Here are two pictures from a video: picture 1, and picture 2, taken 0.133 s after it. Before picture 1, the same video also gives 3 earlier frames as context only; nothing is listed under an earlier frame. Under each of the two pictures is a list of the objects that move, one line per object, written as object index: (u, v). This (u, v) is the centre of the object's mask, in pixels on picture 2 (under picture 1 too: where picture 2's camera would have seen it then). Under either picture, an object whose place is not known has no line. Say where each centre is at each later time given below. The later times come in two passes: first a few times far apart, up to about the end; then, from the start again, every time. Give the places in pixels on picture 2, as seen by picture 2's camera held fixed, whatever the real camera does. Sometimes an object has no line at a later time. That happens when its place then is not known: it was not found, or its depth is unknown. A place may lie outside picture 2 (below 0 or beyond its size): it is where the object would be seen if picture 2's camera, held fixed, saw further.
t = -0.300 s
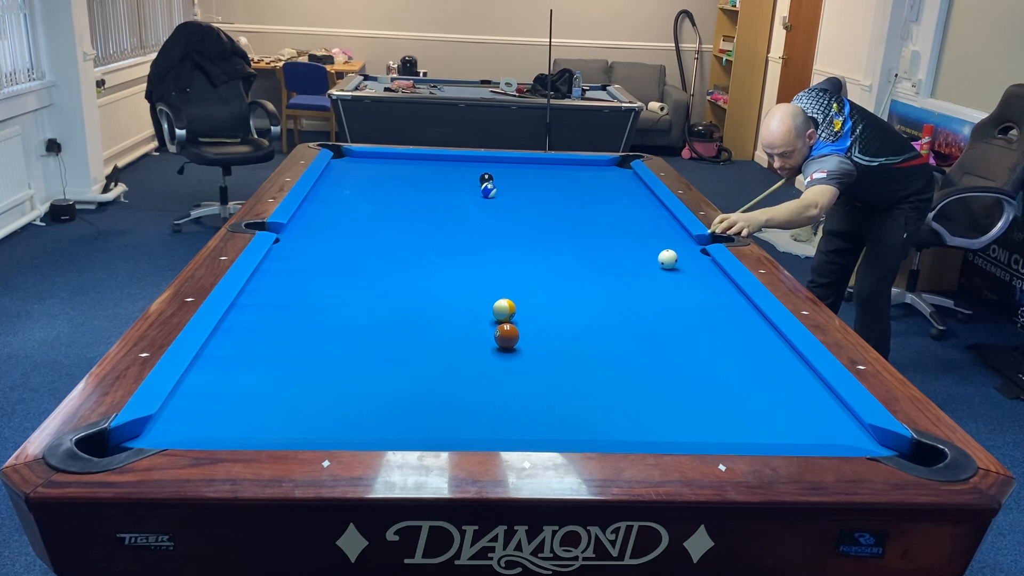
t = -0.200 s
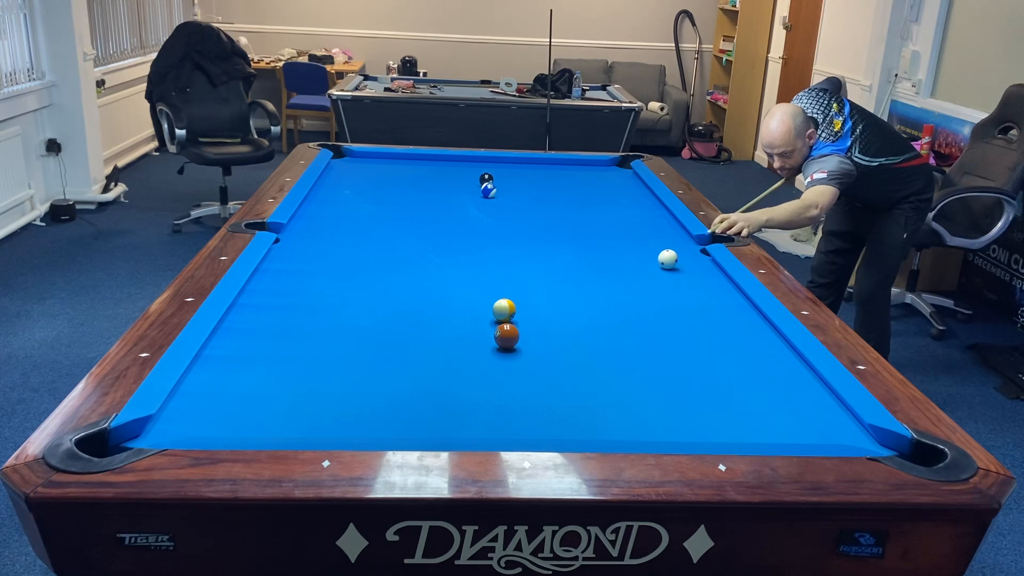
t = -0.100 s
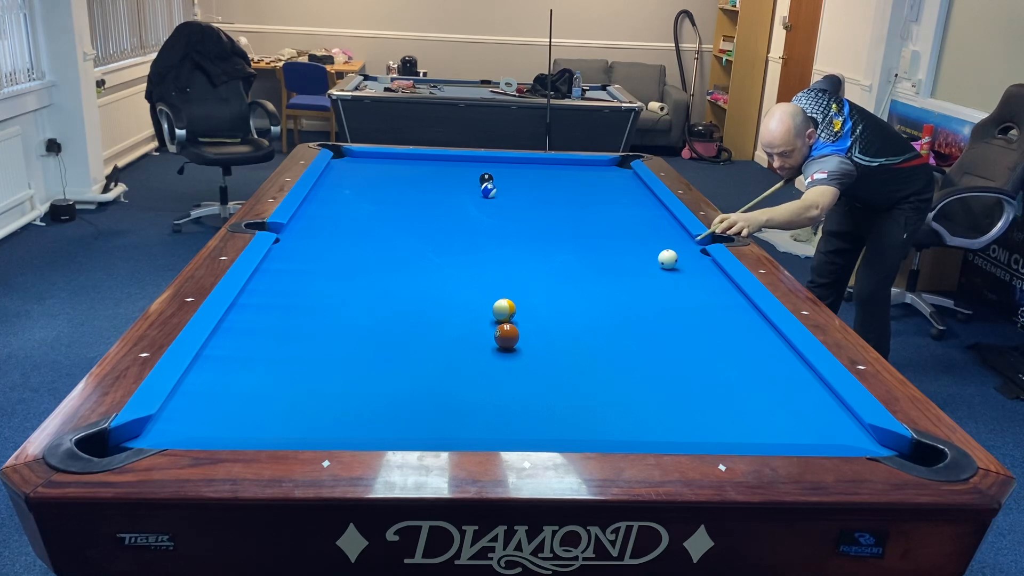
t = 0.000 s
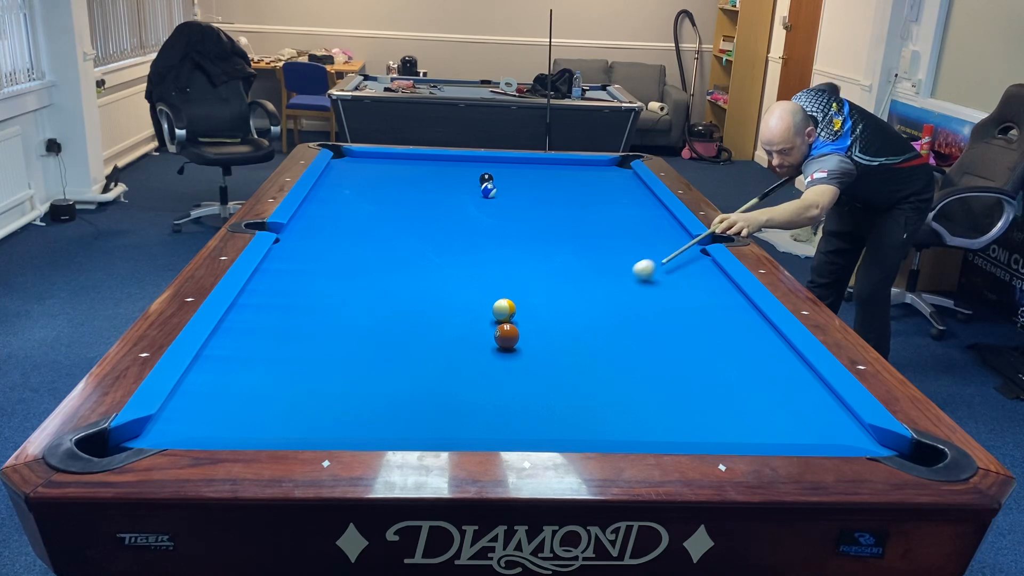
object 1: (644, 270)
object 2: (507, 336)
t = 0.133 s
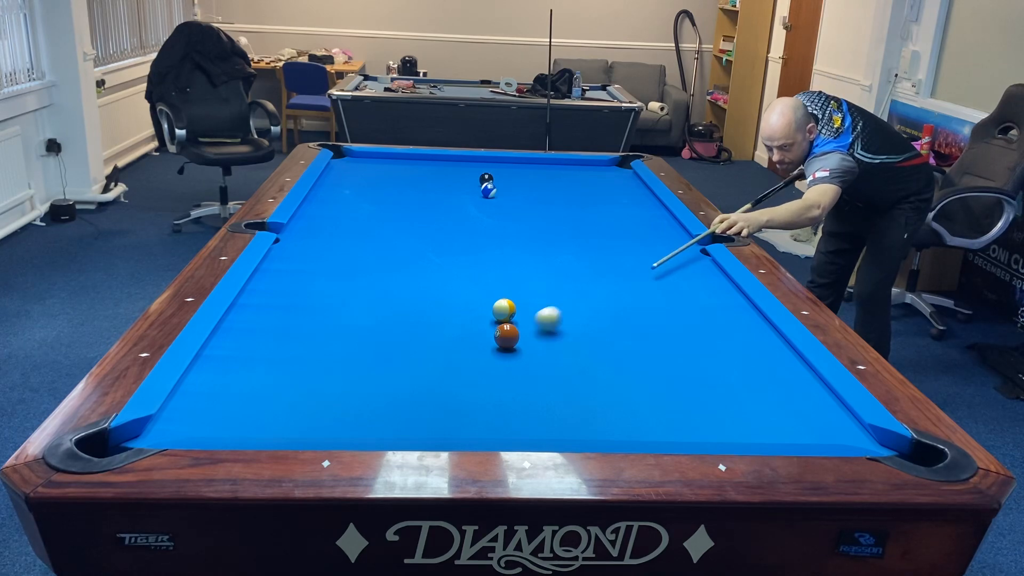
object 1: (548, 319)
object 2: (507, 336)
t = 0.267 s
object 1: (549, 347)
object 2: (377, 372)
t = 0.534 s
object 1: (579, 399)
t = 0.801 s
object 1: (603, 420)
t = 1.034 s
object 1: (618, 392)
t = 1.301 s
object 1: (633, 365)
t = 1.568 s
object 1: (645, 342)
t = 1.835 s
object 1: (655, 323)
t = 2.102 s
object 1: (664, 306)
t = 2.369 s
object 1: (672, 292)
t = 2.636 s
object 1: (679, 280)
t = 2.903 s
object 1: (686, 269)
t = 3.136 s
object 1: (690, 260)
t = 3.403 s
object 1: (696, 252)
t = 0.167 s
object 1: (528, 332)
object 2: (499, 337)
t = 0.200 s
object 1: (535, 337)
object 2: (460, 349)
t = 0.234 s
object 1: (543, 341)
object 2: (419, 360)
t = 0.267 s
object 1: (549, 347)
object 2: (377, 372)
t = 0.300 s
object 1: (555, 352)
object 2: (331, 385)
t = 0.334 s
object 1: (560, 358)
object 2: (285, 397)
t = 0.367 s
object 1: (564, 364)
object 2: (236, 410)
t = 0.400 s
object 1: (568, 370)
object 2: (186, 422)
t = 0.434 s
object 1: (570, 377)
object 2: (130, 435)
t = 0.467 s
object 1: (573, 384)
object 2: (92, 450)
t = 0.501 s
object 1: (576, 391)
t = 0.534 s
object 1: (579, 399)
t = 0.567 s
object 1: (582, 407)
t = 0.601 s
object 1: (585, 415)
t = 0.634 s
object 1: (589, 423)
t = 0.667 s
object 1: (592, 428)
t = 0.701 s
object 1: (595, 430)
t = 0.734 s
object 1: (598, 427)
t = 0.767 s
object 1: (600, 424)
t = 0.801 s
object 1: (603, 420)
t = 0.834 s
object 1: (605, 415)
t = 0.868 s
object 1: (607, 411)
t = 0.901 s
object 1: (609, 407)
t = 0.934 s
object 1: (612, 403)
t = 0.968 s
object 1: (614, 399)
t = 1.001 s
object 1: (616, 395)
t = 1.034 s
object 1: (618, 392)
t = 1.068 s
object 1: (620, 388)
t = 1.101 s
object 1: (622, 384)
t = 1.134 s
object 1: (624, 381)
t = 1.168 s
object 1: (626, 378)
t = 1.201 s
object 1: (627, 374)
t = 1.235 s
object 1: (629, 371)
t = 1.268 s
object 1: (631, 368)
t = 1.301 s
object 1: (633, 365)
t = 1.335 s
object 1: (634, 361)
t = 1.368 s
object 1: (636, 359)
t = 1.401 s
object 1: (637, 356)
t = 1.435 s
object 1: (639, 353)
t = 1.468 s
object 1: (640, 350)
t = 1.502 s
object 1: (642, 347)
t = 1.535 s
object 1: (643, 345)
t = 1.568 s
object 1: (645, 342)
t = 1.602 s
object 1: (646, 340)
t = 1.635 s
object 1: (647, 337)
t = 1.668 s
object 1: (649, 334)
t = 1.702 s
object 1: (650, 332)
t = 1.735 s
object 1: (651, 330)
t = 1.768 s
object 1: (653, 327)
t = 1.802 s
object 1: (654, 325)
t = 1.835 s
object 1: (655, 323)
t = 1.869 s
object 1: (656, 321)
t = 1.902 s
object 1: (657, 318)
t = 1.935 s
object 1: (658, 316)
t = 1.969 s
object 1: (660, 314)
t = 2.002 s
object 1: (661, 312)
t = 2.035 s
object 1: (662, 310)
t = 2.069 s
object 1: (663, 308)
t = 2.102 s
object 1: (664, 306)
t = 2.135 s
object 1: (665, 304)
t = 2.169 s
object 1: (666, 303)
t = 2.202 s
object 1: (667, 301)
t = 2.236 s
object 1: (668, 299)
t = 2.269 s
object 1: (669, 297)
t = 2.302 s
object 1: (670, 295)
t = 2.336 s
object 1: (671, 294)
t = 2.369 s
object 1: (672, 292)
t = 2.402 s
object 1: (673, 290)
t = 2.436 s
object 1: (674, 289)
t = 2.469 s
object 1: (675, 287)
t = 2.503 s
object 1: (676, 286)
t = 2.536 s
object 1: (676, 284)
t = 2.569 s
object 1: (677, 283)
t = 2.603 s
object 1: (678, 281)
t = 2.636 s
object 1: (679, 280)
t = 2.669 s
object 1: (680, 278)
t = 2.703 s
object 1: (681, 277)
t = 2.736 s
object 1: (681, 275)
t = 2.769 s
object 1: (682, 274)
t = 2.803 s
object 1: (683, 273)
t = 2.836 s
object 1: (684, 271)
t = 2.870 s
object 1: (685, 270)
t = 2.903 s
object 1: (686, 269)
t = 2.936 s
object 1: (686, 268)
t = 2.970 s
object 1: (687, 266)
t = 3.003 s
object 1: (688, 265)
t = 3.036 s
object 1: (688, 264)
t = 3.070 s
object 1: (689, 263)
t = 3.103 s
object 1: (690, 262)
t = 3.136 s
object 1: (690, 260)
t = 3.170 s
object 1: (691, 259)
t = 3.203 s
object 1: (692, 258)
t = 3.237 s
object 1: (693, 257)
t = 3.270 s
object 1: (693, 256)
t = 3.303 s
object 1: (694, 255)
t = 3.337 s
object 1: (695, 254)
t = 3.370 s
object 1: (695, 253)
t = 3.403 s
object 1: (696, 252)
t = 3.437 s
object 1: (696, 251)
